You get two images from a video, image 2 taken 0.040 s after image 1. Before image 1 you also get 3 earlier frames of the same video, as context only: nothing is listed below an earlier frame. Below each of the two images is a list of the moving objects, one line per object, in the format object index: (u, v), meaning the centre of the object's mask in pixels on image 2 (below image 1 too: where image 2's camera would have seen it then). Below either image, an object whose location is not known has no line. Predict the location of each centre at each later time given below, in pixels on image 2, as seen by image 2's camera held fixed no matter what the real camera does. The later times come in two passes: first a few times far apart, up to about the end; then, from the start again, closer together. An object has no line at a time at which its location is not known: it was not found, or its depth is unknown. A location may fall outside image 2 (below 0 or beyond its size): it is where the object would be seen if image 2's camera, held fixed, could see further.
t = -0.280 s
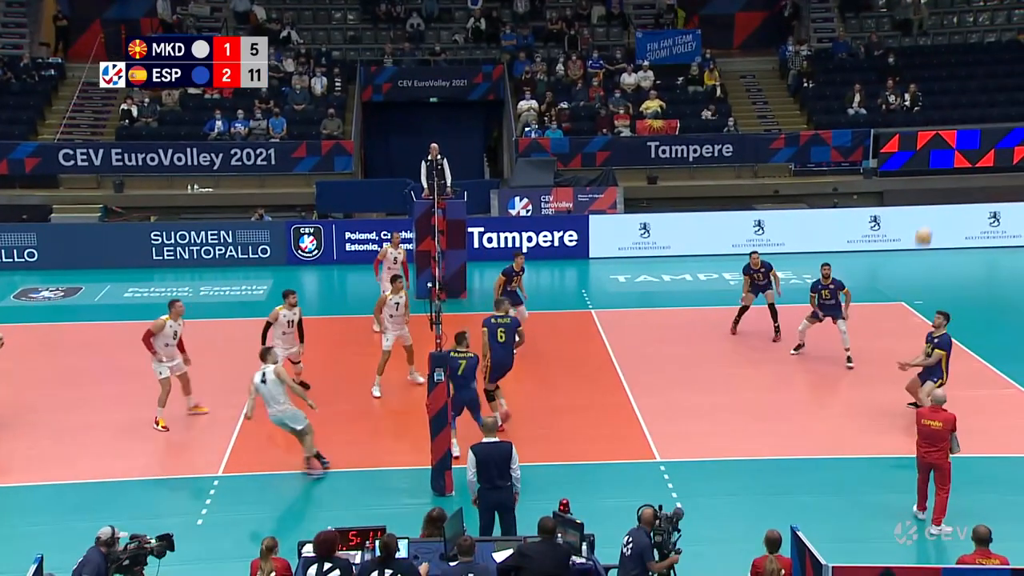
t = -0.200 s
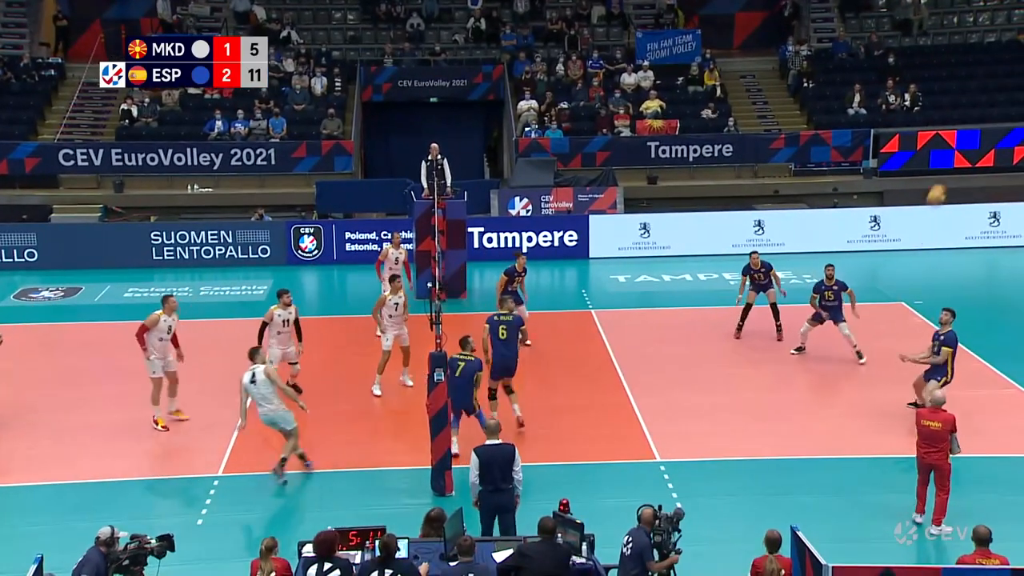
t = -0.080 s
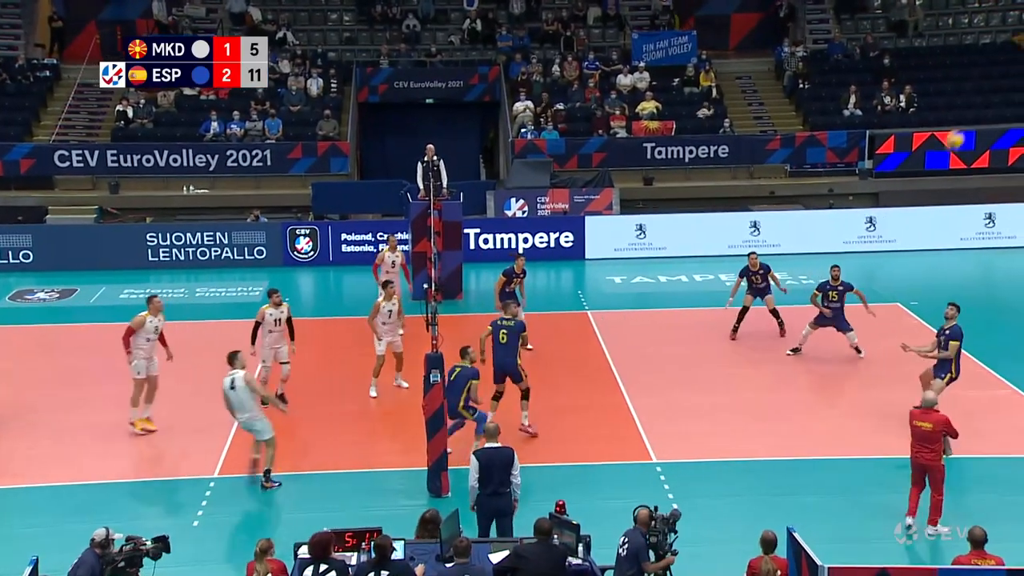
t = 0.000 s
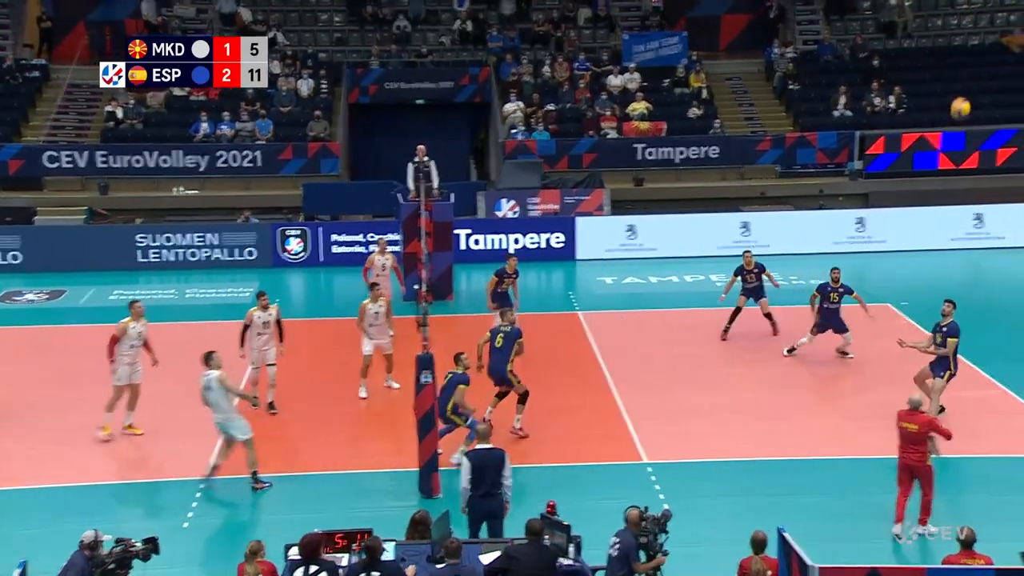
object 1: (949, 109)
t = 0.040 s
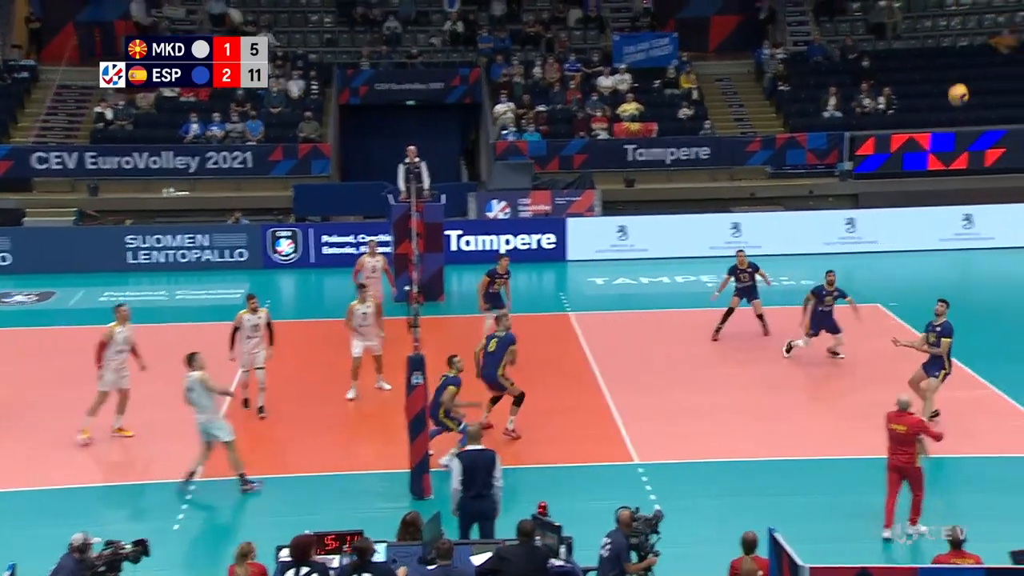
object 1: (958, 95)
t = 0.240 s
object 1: (1007, 38)
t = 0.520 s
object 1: (1085, 18)
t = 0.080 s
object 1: (968, 80)
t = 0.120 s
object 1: (977, 68)
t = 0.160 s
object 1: (987, 56)
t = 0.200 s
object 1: (997, 46)
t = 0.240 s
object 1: (1007, 38)
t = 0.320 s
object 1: (1029, 22)
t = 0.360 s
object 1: (1040, 19)
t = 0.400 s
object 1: (1051, 16)
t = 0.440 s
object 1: (1062, 15)
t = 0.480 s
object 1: (1074, 15)
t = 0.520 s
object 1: (1085, 18)
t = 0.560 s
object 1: (1097, 22)
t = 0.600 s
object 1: (1108, 28)
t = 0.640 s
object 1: (1120, 37)
